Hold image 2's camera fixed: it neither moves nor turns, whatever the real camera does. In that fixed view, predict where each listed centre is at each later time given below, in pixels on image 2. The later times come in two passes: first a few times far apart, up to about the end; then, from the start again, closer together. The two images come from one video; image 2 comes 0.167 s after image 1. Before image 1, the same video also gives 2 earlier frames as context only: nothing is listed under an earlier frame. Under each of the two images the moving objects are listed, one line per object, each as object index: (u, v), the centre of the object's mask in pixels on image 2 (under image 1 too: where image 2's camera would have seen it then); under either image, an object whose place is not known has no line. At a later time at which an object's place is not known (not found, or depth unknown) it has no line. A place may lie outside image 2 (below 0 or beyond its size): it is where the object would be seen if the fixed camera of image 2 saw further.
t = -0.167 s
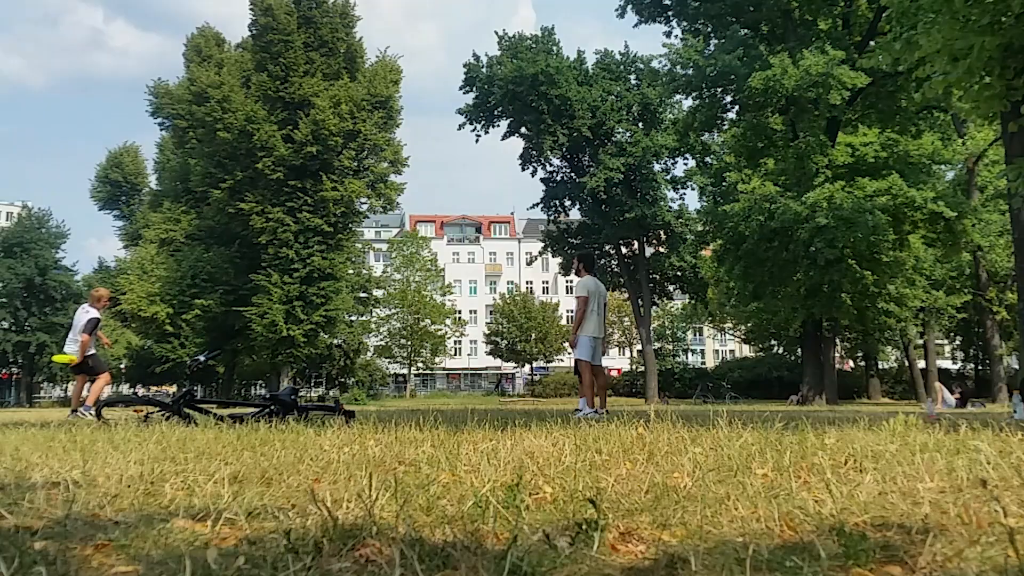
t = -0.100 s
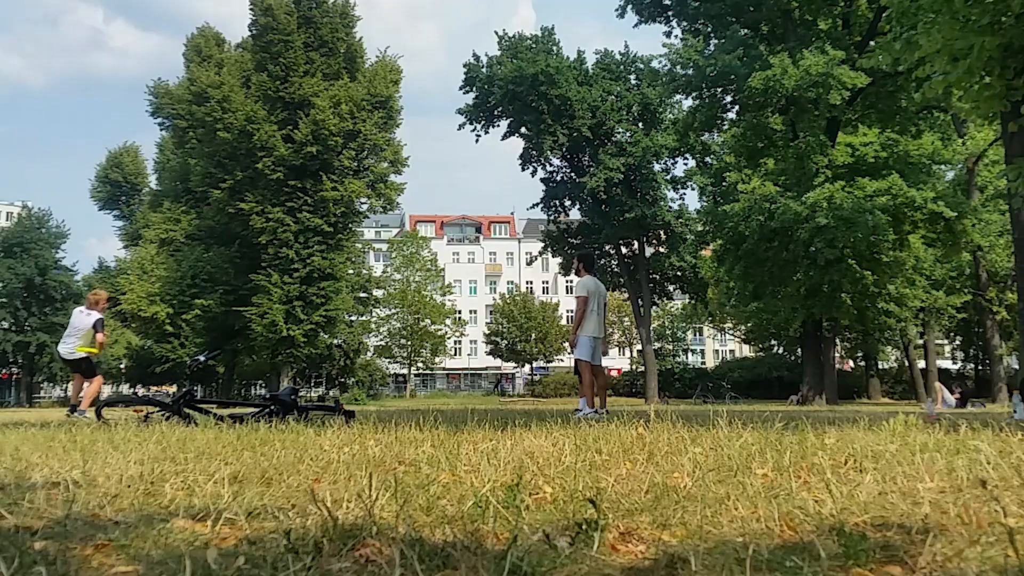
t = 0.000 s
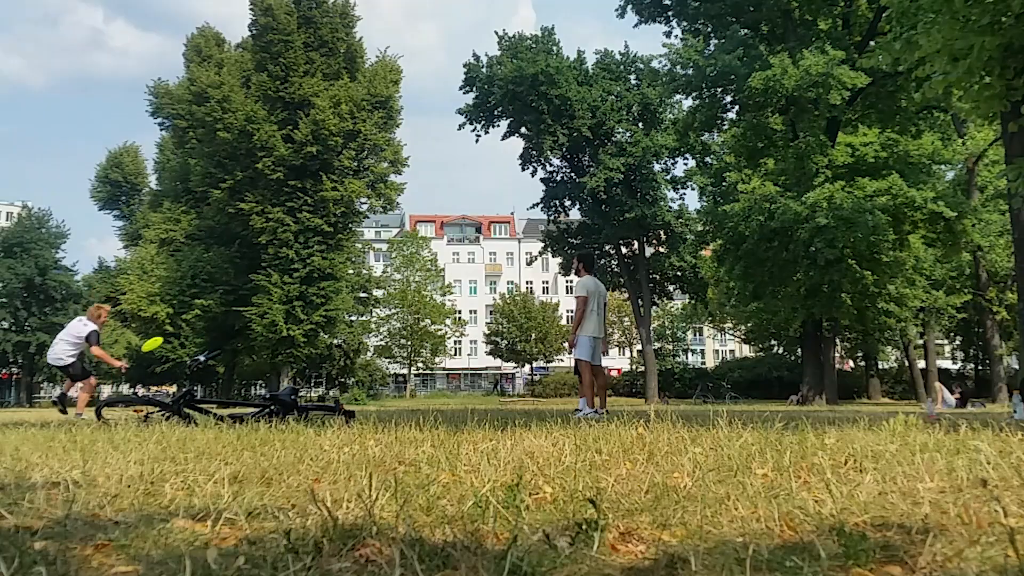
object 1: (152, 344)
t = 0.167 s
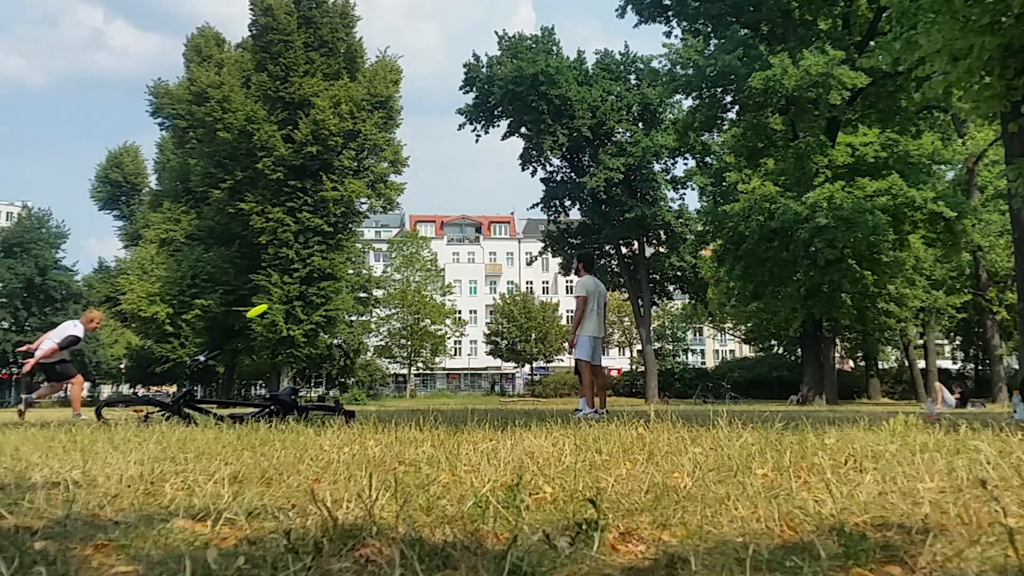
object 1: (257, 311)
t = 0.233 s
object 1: (294, 297)
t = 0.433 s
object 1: (395, 265)
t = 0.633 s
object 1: (485, 248)
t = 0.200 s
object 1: (276, 304)
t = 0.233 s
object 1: (294, 297)
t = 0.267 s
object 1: (312, 291)
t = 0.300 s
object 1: (329, 285)
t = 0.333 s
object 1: (347, 279)
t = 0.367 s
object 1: (363, 275)
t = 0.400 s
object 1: (380, 270)
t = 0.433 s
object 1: (395, 265)
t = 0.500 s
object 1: (427, 258)
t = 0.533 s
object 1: (441, 254)
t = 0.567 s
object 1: (456, 252)
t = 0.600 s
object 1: (471, 249)
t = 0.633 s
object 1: (485, 248)
